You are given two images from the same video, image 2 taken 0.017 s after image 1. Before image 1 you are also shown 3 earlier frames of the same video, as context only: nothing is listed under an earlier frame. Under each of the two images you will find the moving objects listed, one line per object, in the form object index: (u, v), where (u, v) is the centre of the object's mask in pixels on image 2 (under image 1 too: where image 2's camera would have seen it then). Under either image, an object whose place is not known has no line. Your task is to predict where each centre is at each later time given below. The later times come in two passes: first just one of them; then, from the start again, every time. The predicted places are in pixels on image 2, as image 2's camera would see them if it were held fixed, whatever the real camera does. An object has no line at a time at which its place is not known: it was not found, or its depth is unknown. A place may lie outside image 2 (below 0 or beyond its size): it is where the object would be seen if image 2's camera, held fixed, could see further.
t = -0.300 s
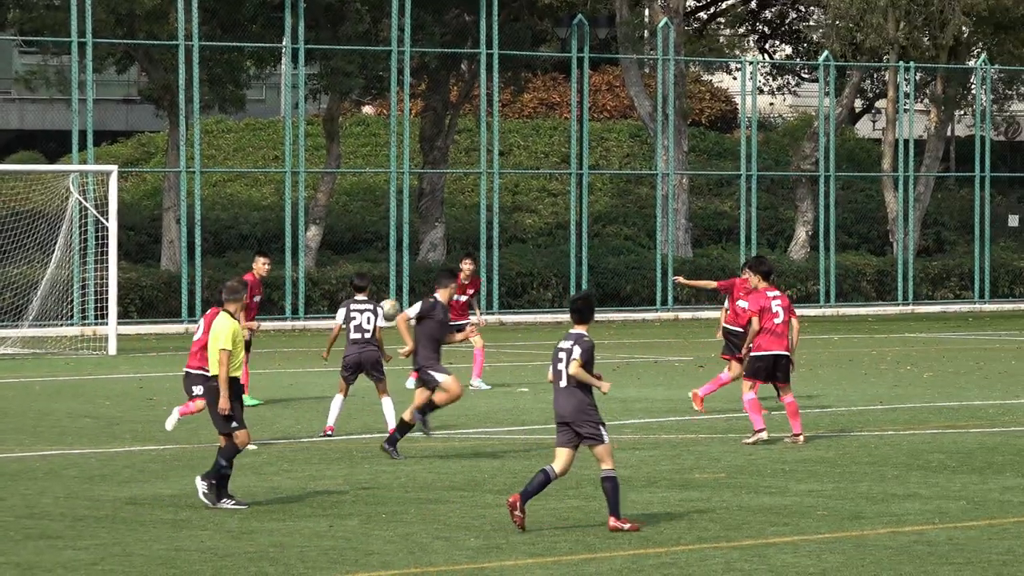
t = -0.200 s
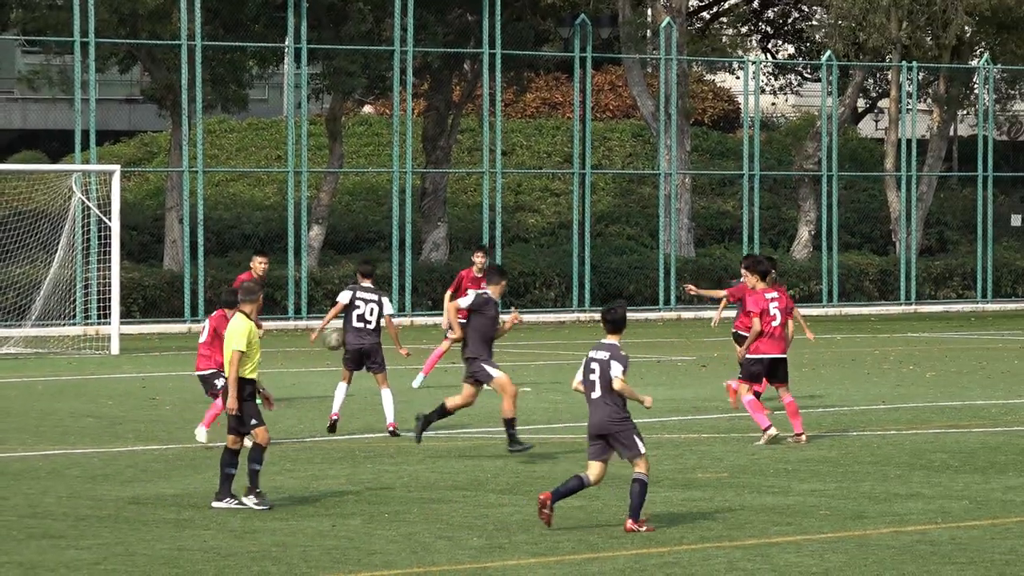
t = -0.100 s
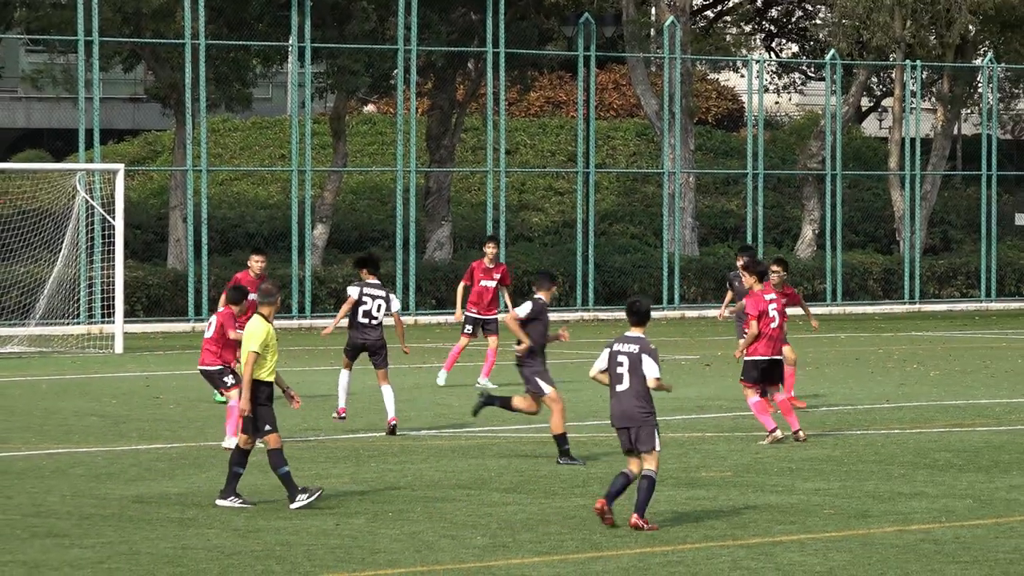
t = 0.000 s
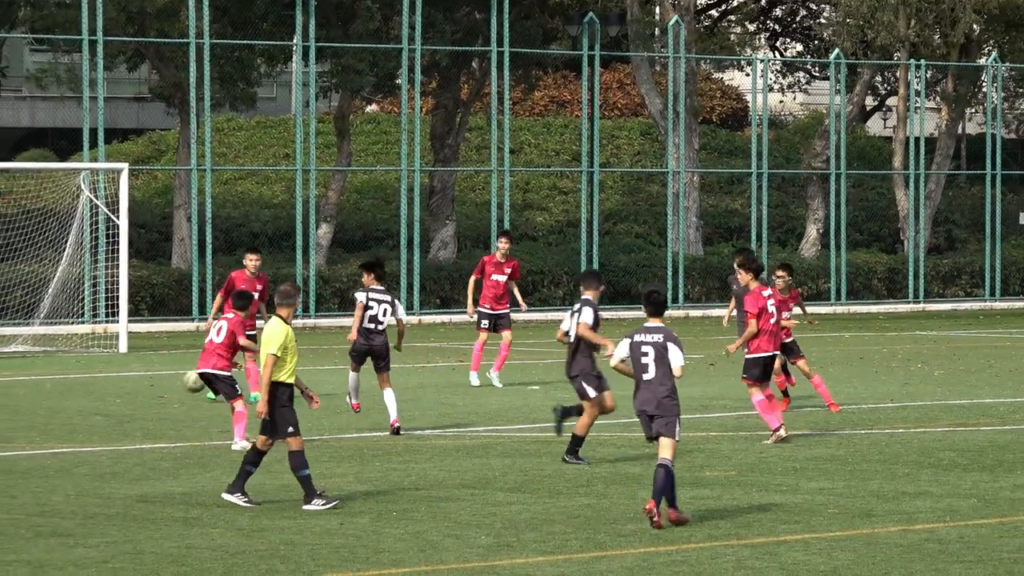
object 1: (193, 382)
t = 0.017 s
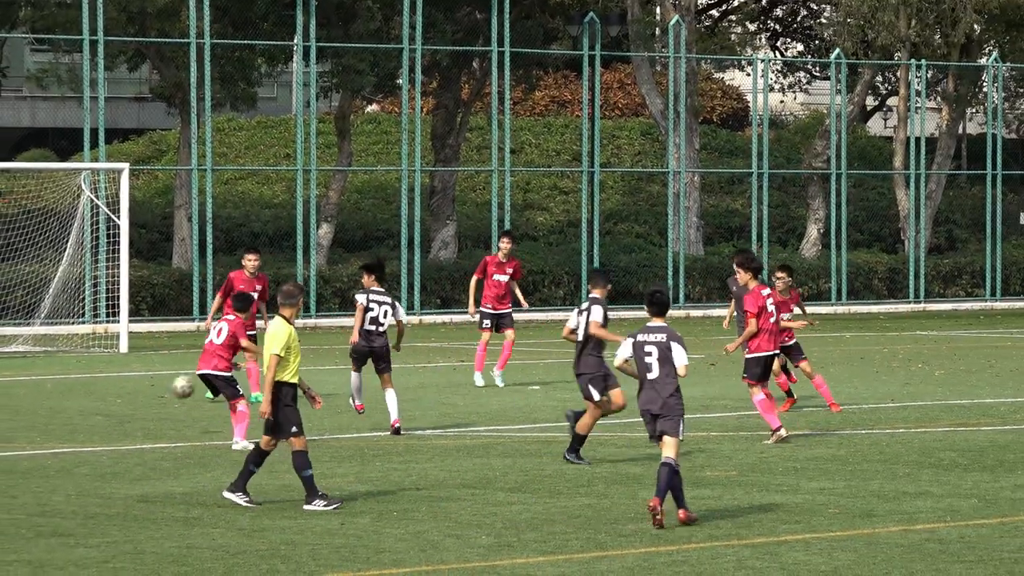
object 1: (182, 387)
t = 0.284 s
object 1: (9, 384)
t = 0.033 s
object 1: (170, 393)
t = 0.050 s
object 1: (158, 399)
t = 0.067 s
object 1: (147, 405)
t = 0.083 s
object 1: (135, 412)
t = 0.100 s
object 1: (123, 419)
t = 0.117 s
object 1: (111, 425)
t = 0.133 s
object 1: (101, 421)
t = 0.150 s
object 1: (90, 416)
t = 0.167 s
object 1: (80, 411)
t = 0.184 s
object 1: (70, 406)
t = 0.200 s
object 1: (60, 402)
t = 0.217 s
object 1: (50, 398)
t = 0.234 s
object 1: (41, 394)
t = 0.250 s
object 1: (30, 391)
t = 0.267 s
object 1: (21, 388)
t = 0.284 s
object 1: (9, 384)
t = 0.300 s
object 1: (0, 382)
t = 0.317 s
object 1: (-11, 380)
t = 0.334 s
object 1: (-22, 378)
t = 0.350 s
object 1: (-32, 376)
